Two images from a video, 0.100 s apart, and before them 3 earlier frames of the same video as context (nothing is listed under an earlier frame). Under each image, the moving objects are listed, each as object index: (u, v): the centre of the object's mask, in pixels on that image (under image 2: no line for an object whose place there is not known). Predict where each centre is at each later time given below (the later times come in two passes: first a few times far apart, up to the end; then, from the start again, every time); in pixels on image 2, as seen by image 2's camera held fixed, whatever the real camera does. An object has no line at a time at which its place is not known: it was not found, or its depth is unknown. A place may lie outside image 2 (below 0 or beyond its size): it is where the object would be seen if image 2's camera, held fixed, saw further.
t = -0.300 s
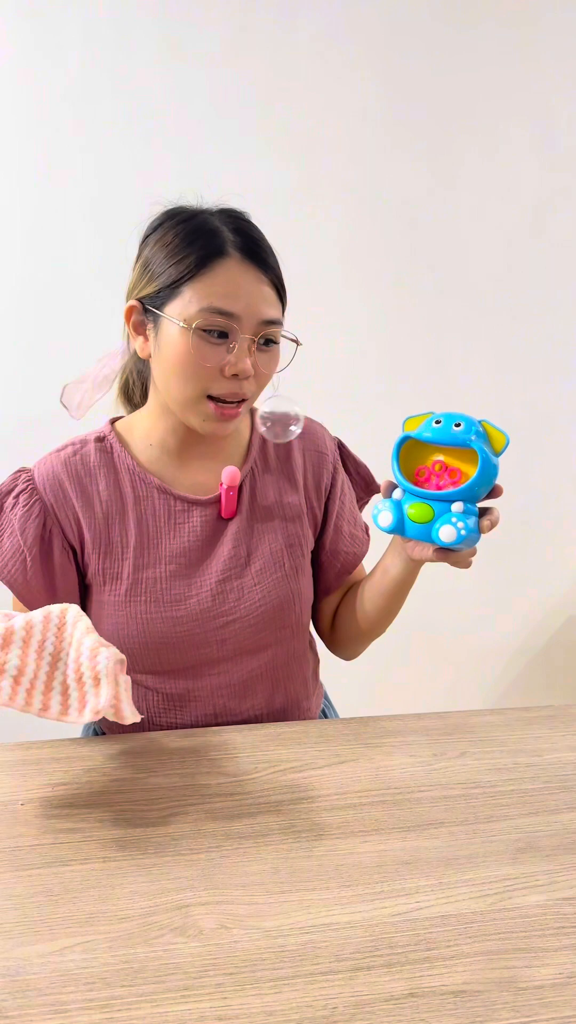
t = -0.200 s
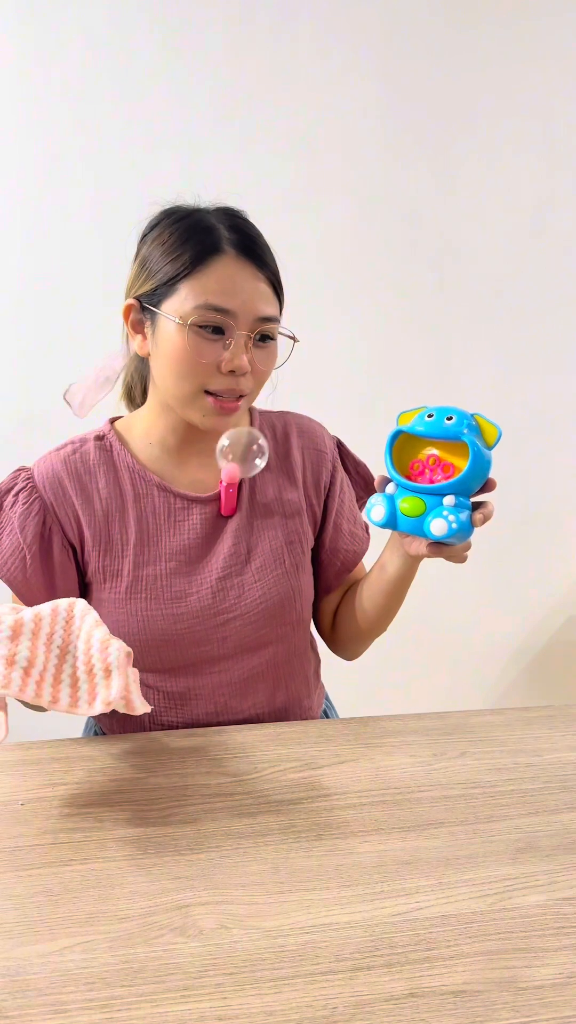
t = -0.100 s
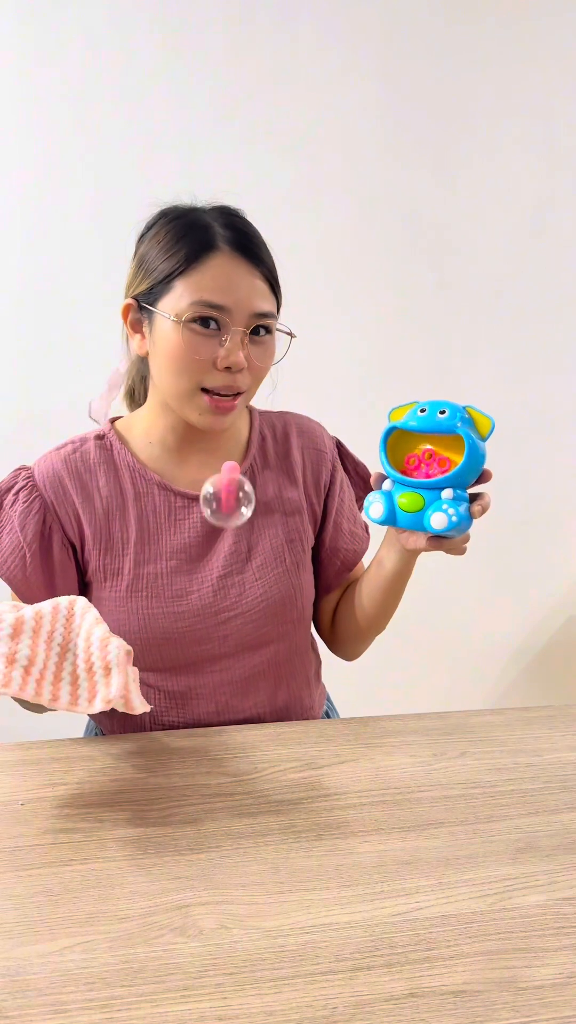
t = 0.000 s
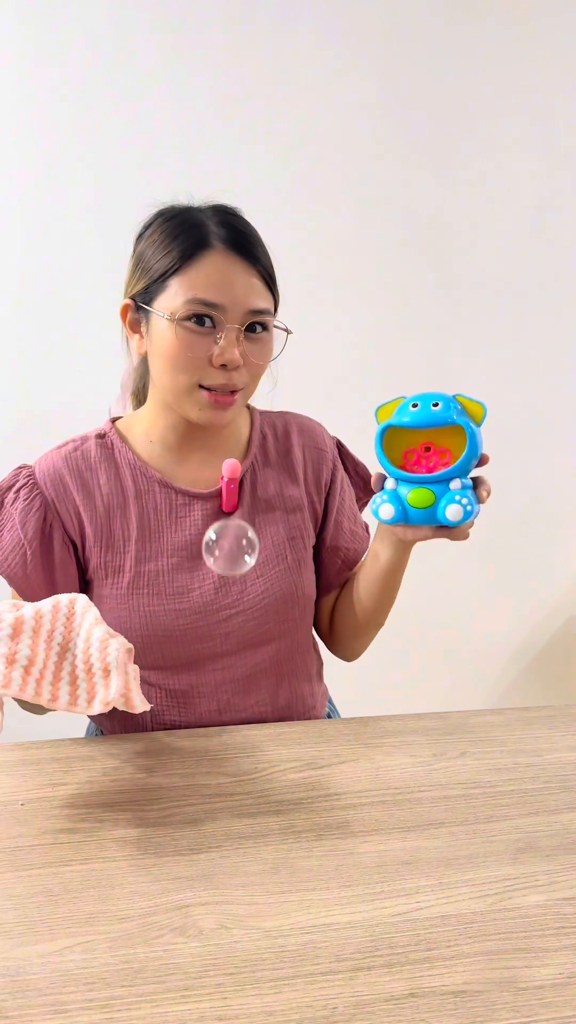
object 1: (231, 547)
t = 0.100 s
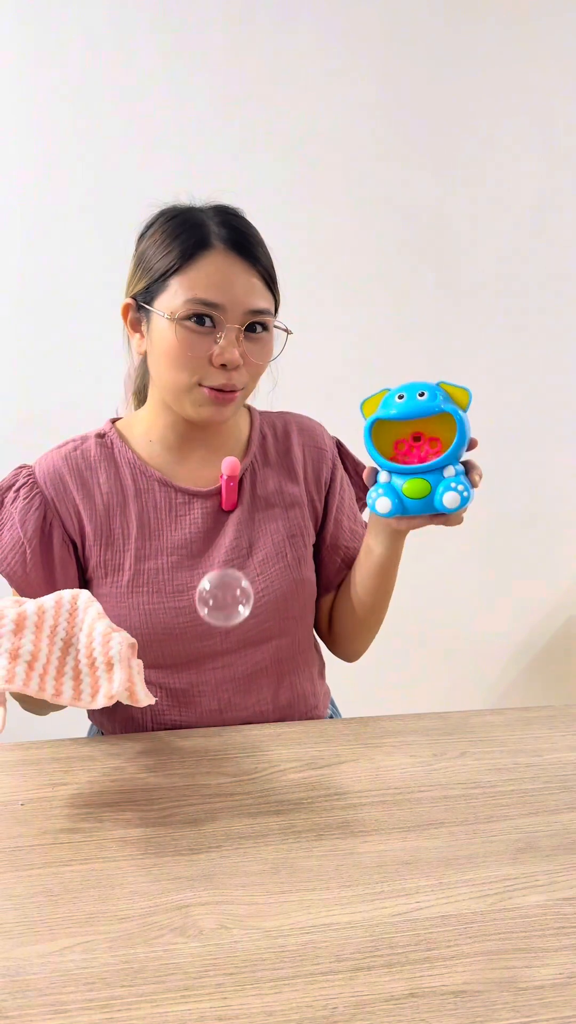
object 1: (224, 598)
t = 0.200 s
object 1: (215, 653)
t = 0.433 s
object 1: (215, 789)
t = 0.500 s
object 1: (215, 827)
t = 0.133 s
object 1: (221, 615)
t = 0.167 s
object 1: (218, 635)
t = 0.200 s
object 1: (215, 653)
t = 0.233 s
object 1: (214, 672)
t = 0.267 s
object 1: (213, 691)
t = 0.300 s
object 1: (213, 709)
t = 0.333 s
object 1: (213, 729)
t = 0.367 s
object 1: (213, 749)
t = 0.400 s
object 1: (214, 769)
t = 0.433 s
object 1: (215, 789)
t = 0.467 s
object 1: (216, 807)
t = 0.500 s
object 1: (215, 827)
